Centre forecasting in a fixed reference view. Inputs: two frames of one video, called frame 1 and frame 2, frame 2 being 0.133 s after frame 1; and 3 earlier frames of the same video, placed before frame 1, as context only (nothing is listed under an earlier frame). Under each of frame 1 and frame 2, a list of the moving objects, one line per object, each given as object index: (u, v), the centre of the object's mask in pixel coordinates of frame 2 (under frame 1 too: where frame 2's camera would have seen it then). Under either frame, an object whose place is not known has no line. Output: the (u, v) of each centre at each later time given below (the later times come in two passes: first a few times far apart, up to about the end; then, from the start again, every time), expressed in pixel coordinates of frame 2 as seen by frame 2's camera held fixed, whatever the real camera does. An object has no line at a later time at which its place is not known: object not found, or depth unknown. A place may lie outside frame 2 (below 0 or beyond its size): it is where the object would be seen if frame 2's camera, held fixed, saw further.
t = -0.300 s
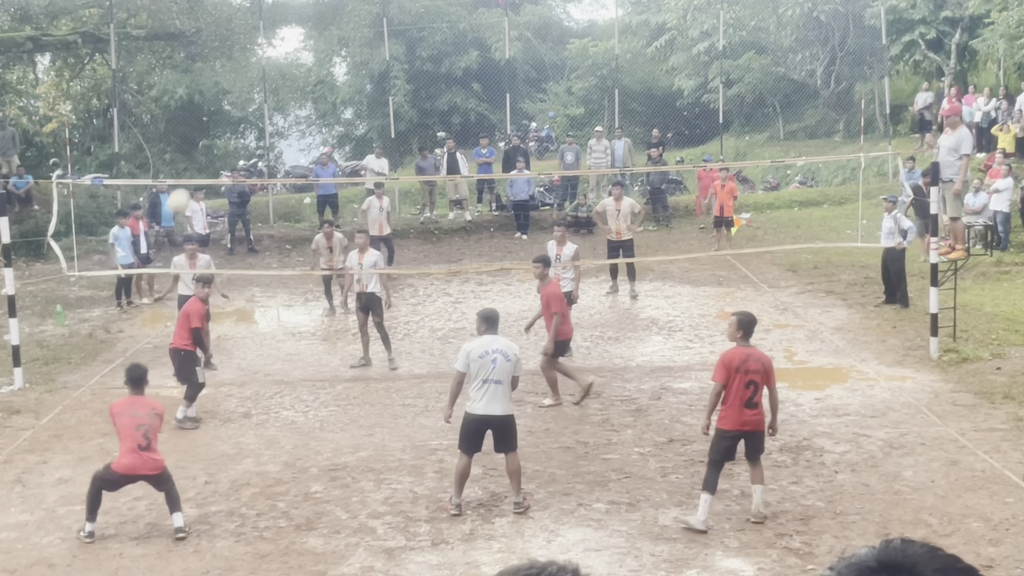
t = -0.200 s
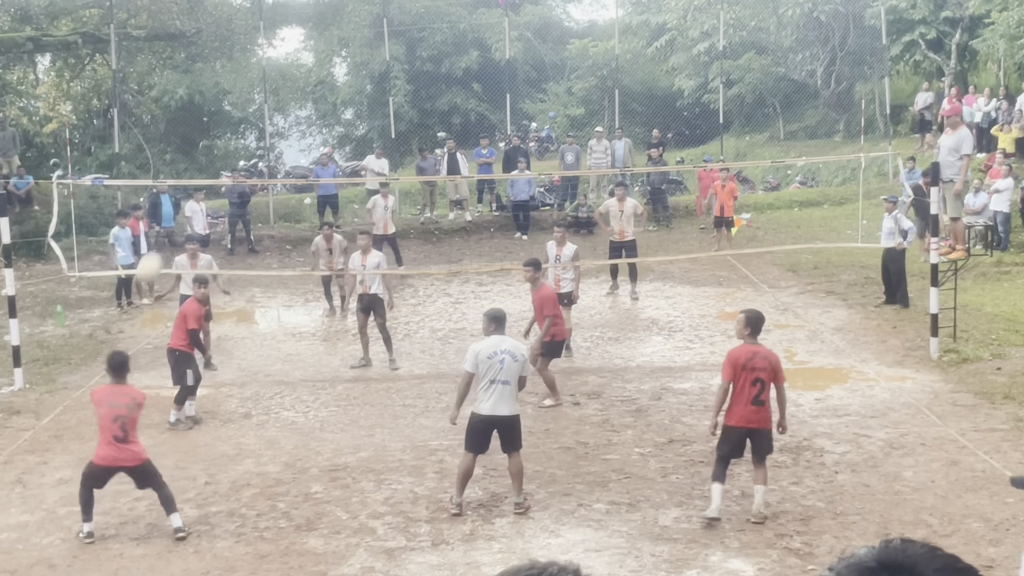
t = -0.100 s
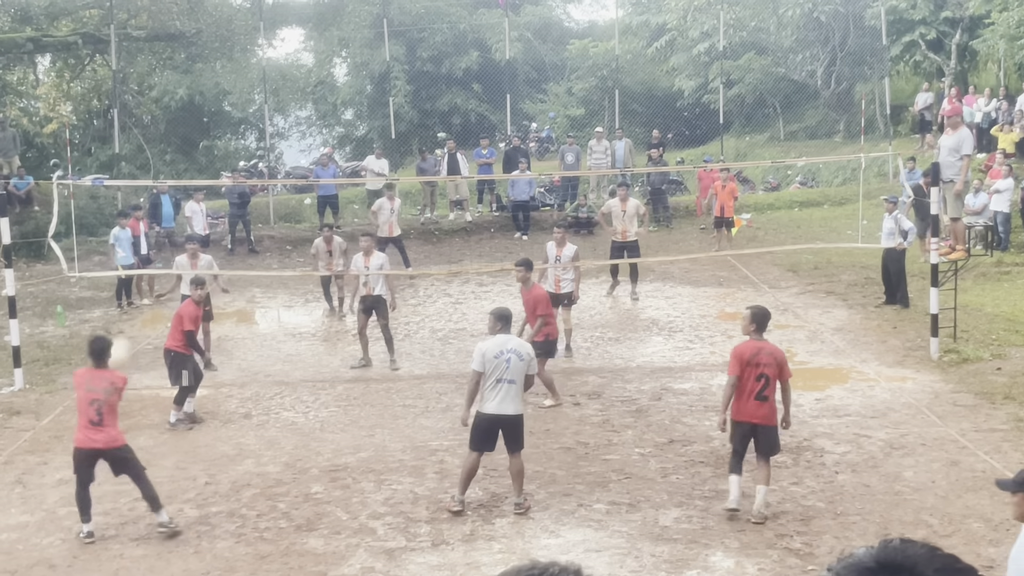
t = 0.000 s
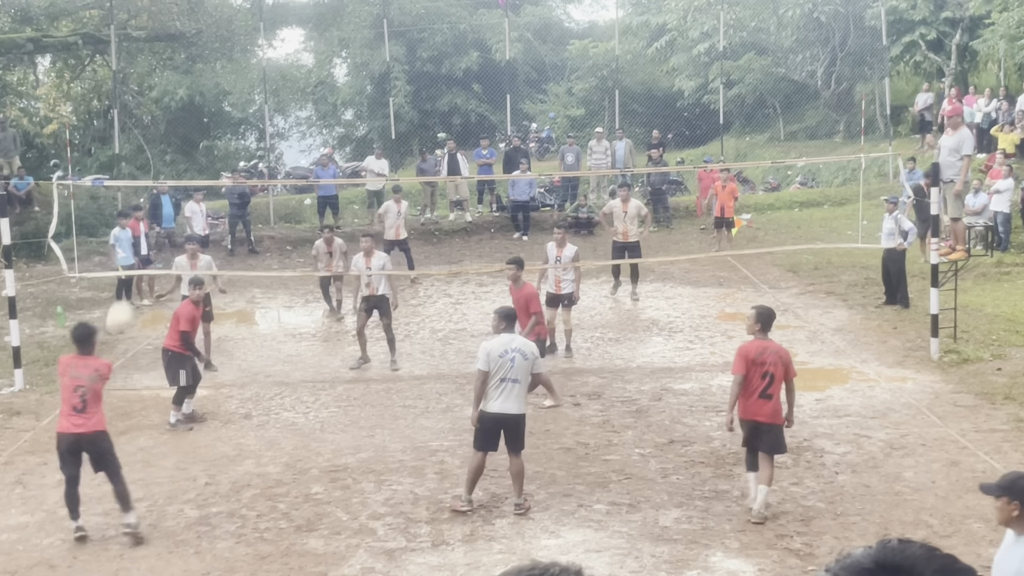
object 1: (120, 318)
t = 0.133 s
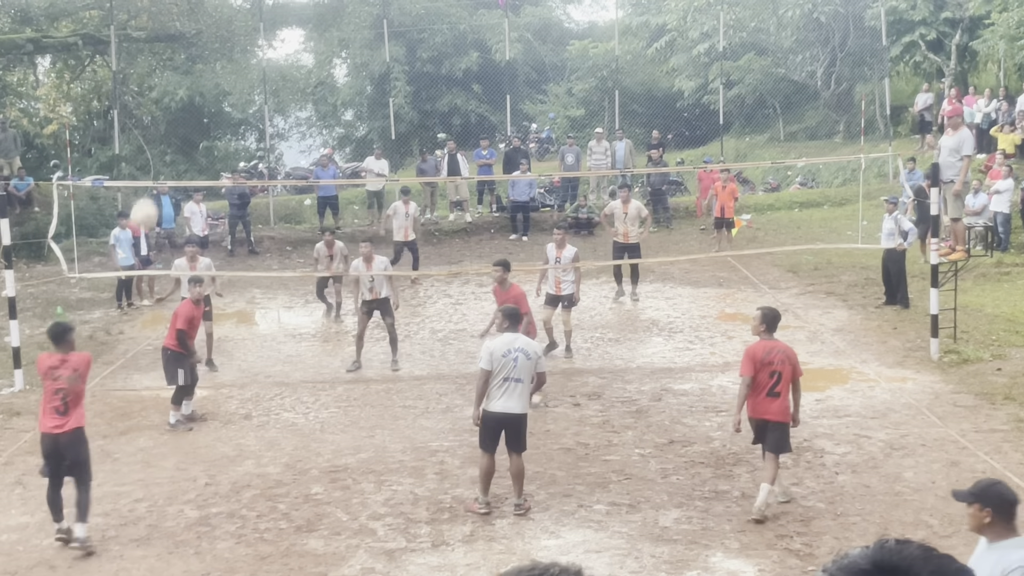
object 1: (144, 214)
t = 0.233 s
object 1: (162, 154)
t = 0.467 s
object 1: (208, 59)
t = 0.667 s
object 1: (248, 30)
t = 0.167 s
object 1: (150, 192)
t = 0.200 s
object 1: (156, 171)
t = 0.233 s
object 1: (162, 154)
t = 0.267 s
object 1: (169, 136)
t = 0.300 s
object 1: (175, 120)
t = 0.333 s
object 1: (182, 104)
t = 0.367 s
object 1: (188, 91)
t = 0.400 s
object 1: (195, 80)
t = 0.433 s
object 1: (201, 68)
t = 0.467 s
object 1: (208, 59)
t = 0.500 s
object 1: (215, 50)
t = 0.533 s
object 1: (221, 45)
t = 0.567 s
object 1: (228, 39)
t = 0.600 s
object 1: (235, 35)
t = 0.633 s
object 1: (242, 32)
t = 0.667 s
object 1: (248, 30)
